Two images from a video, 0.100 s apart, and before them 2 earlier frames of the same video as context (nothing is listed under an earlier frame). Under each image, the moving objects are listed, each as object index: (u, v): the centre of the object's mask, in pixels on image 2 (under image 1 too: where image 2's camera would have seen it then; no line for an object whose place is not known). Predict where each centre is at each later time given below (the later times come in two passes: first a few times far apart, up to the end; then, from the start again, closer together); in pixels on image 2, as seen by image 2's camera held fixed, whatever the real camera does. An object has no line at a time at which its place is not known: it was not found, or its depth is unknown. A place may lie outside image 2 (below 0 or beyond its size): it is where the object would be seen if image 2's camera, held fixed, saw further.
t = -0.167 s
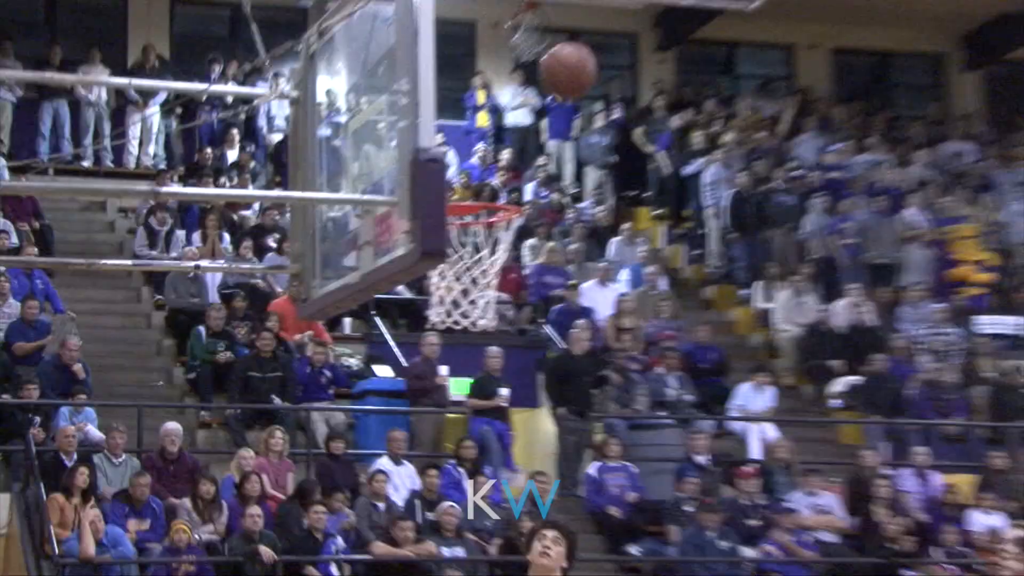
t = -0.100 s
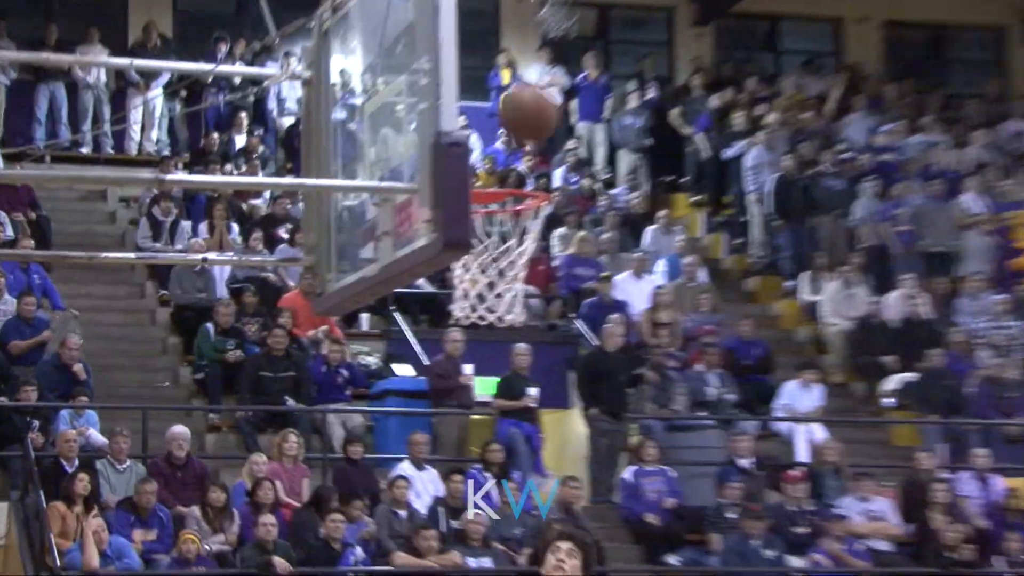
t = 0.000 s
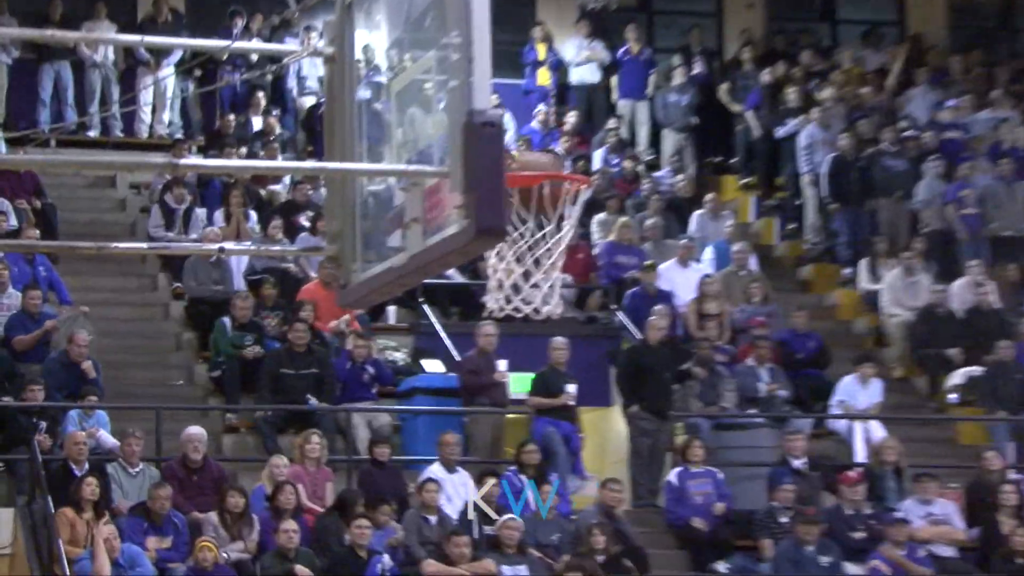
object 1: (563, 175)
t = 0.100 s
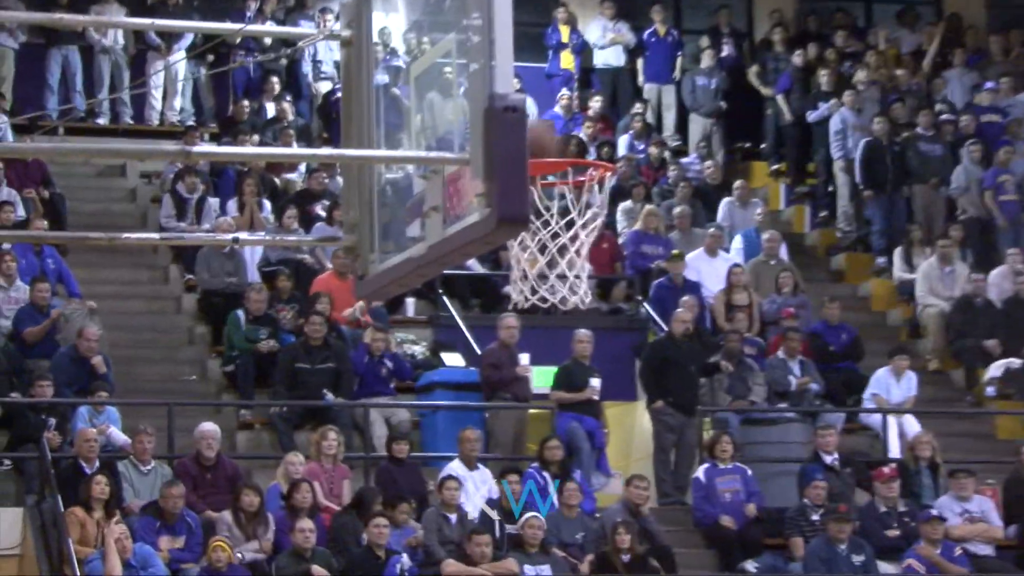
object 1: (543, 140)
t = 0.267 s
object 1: (636, 102)
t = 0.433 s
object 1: (748, 128)
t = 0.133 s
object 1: (552, 134)
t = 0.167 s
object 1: (571, 123)
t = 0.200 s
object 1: (595, 112)
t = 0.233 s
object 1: (613, 105)
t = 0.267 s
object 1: (636, 102)
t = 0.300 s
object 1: (661, 103)
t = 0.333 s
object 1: (681, 104)
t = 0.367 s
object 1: (706, 109)
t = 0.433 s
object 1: (748, 128)
